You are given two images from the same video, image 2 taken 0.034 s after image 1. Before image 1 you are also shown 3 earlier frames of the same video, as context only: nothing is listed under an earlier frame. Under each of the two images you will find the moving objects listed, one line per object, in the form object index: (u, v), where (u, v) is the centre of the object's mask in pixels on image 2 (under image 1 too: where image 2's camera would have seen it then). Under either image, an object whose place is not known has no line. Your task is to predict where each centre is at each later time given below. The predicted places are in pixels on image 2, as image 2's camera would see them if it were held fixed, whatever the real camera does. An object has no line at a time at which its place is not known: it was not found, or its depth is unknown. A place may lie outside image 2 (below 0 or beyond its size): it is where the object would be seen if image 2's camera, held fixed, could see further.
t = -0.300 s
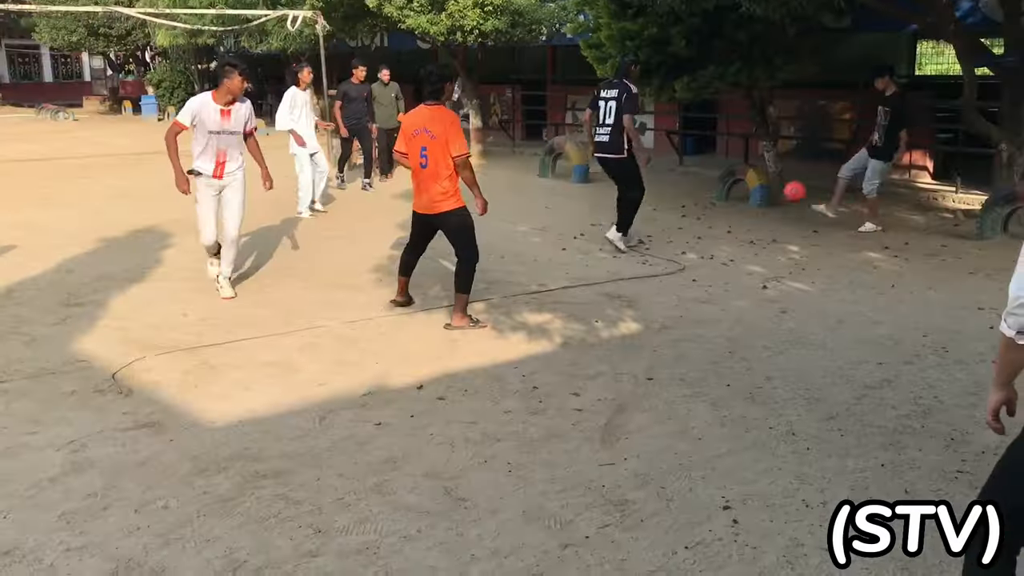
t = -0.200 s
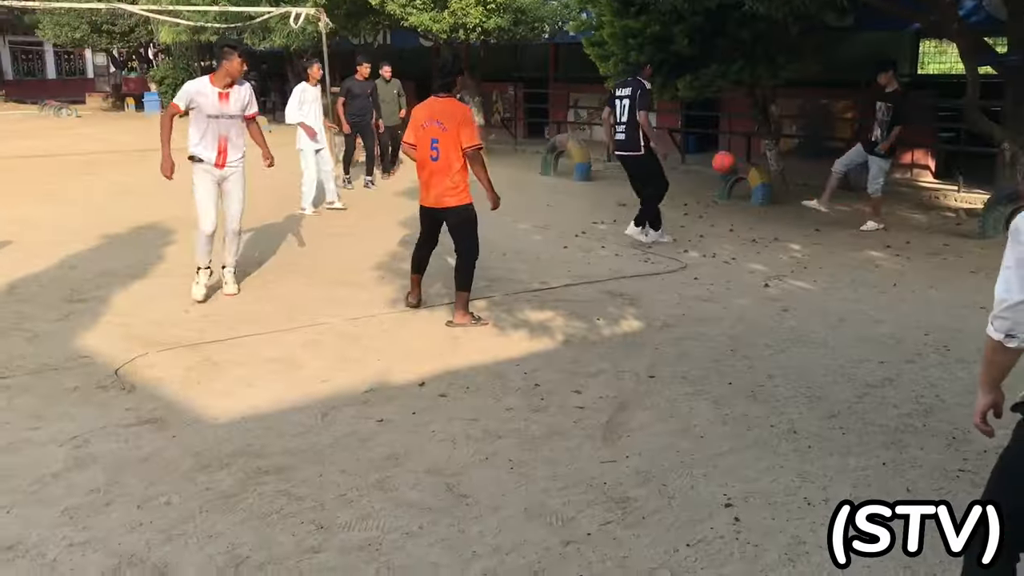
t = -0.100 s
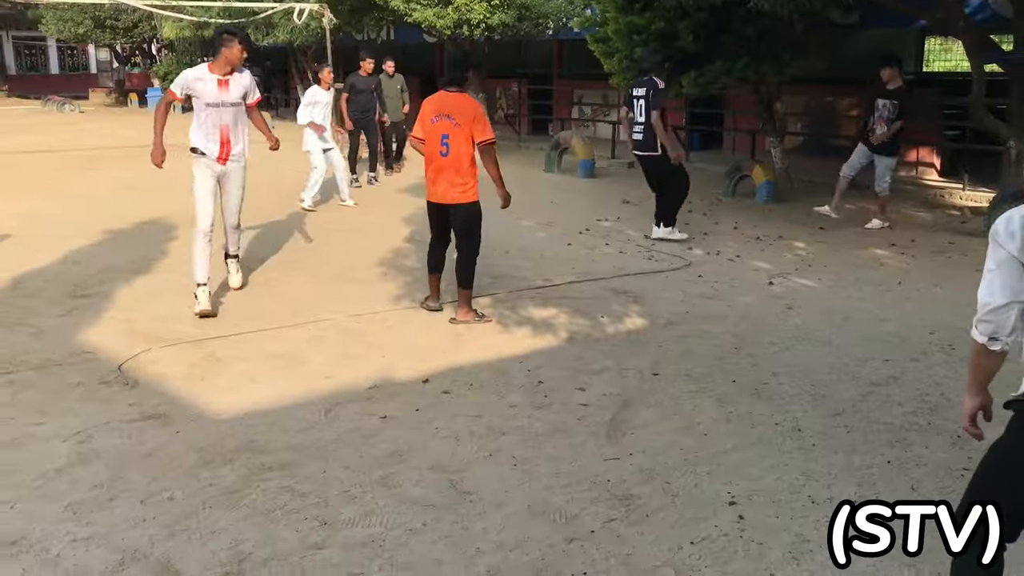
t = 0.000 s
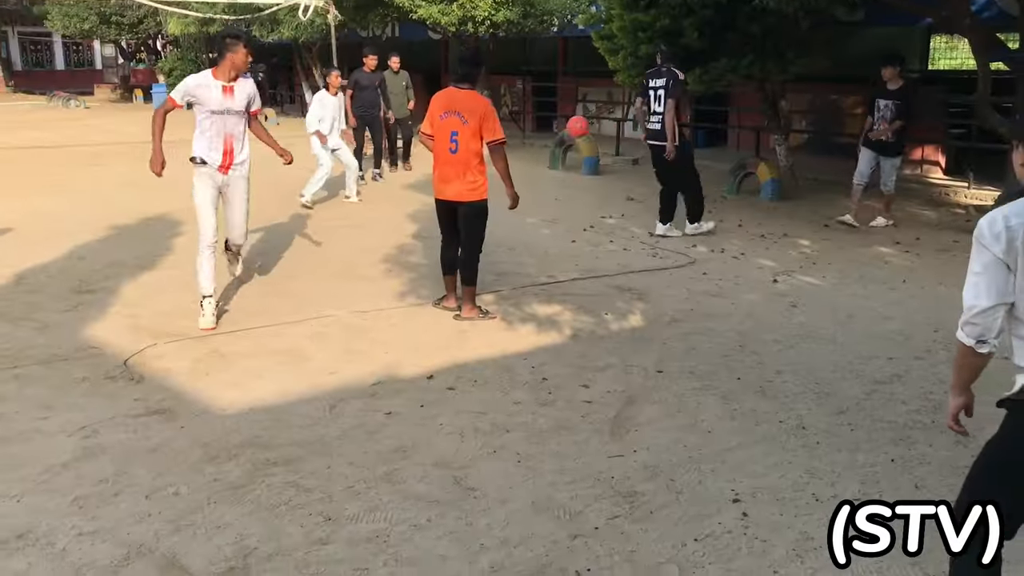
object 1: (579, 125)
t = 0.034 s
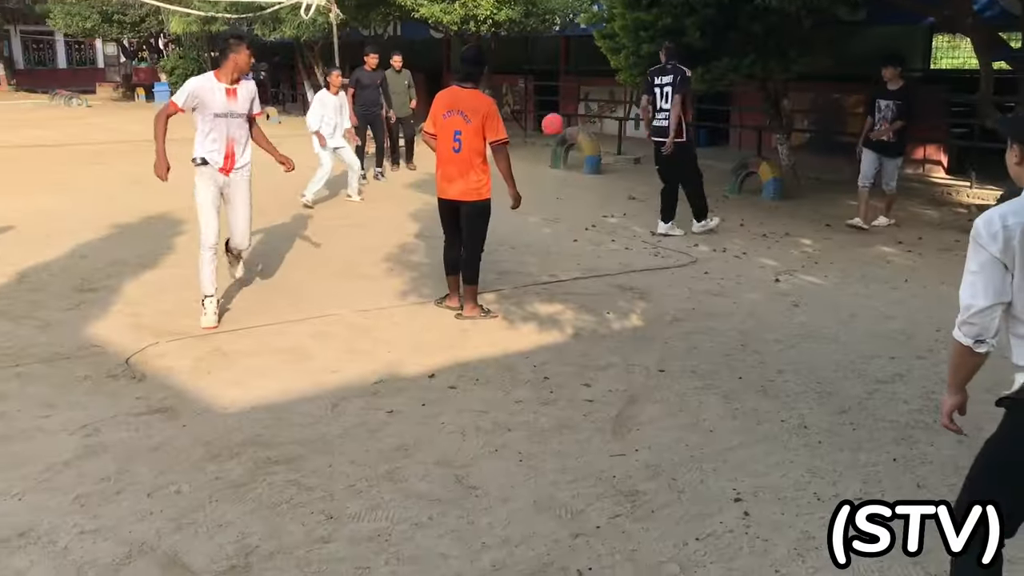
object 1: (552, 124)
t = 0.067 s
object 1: (525, 124)
